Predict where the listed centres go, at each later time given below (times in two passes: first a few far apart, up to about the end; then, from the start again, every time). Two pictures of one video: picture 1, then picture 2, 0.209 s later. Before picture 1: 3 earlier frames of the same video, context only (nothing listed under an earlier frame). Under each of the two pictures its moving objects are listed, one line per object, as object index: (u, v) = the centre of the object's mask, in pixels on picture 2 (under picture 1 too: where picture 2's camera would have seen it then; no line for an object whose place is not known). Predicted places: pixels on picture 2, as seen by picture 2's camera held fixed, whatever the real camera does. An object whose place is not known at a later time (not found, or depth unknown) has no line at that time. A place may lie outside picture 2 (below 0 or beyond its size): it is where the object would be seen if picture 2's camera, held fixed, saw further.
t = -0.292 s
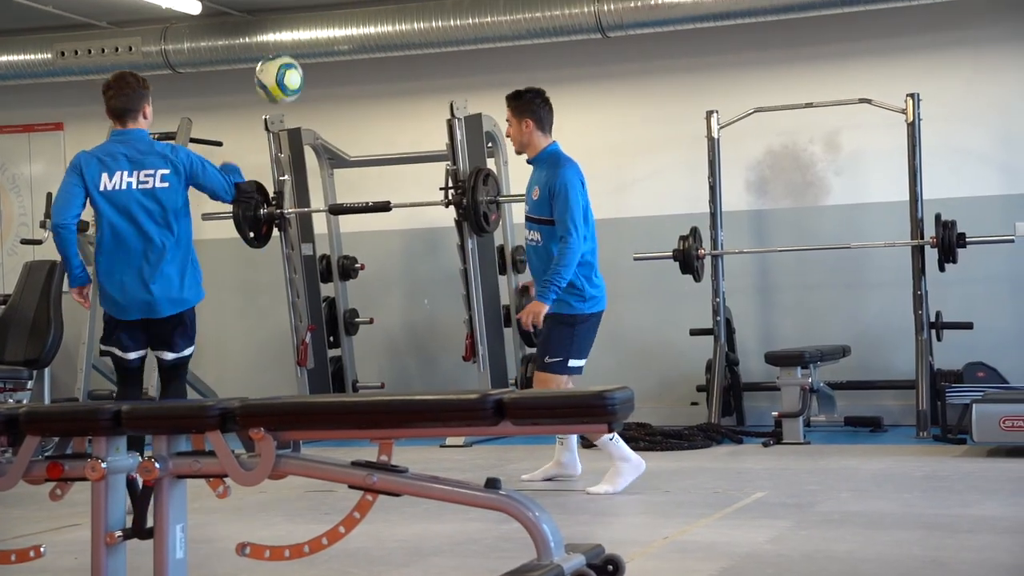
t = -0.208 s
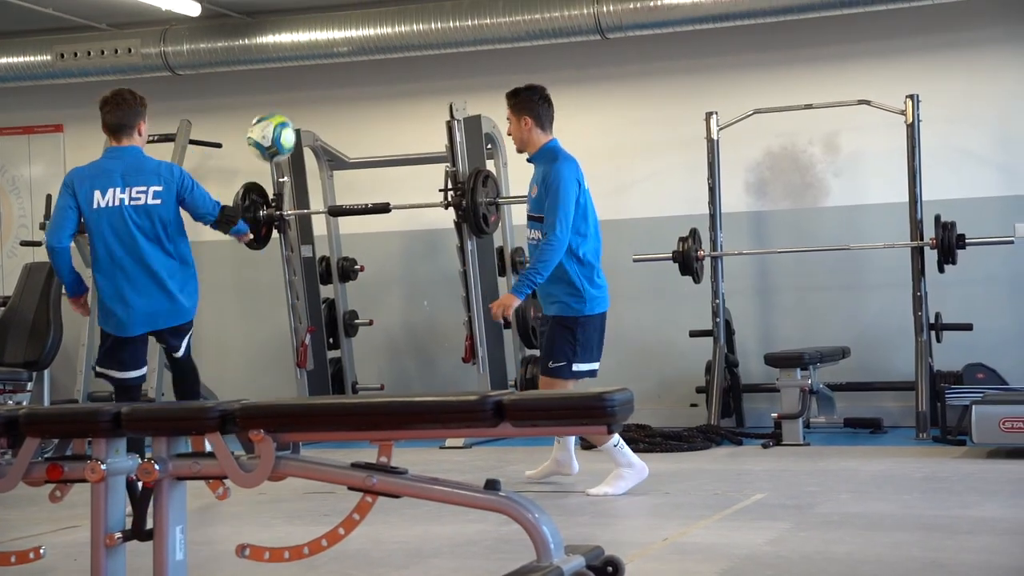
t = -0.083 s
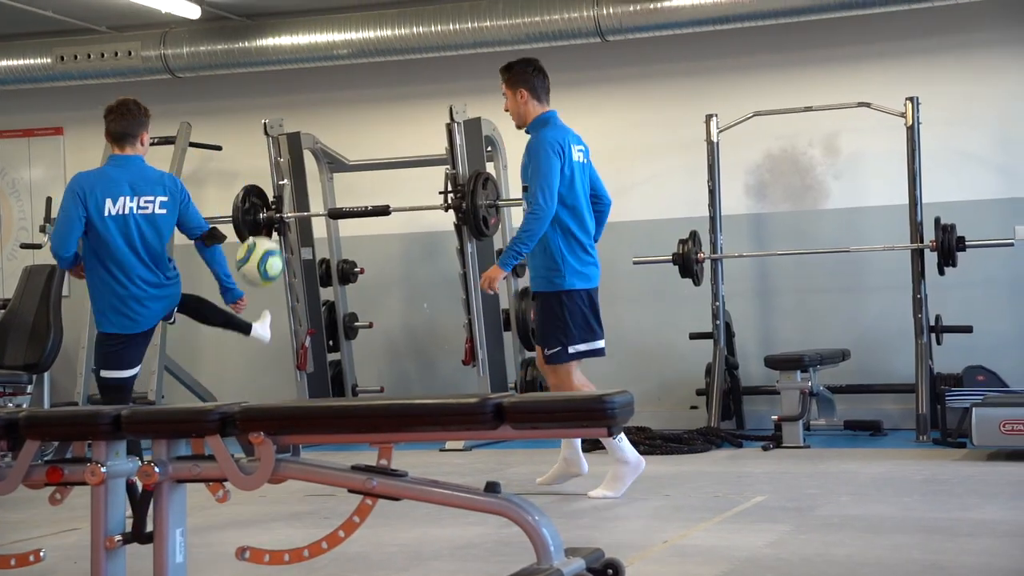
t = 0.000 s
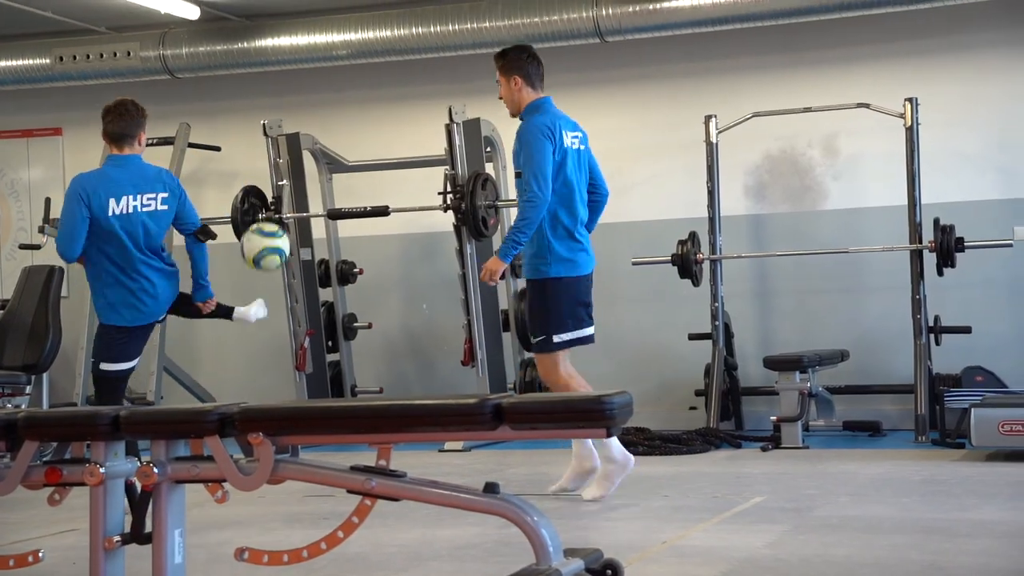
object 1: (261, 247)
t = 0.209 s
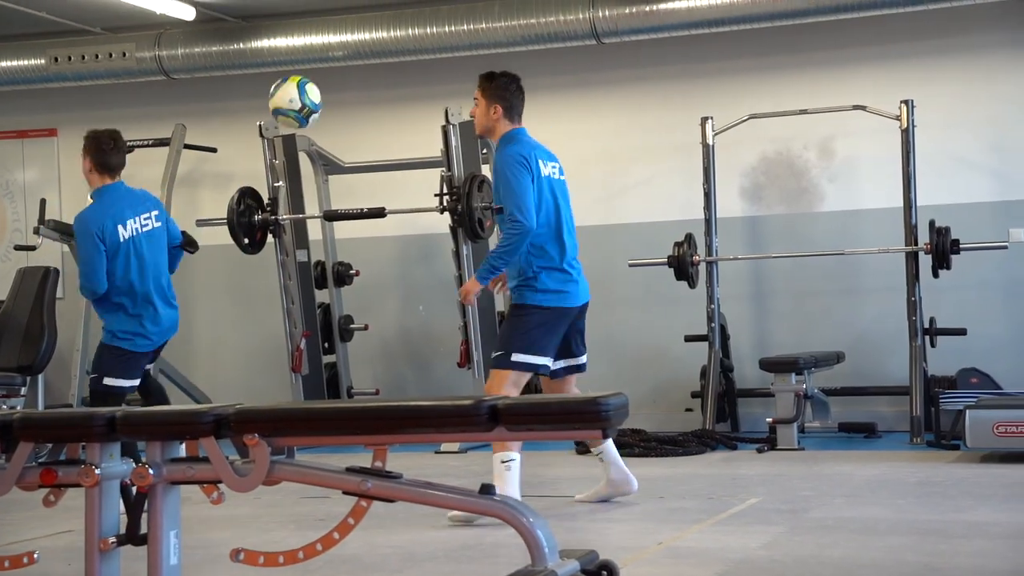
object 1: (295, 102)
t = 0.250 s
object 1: (302, 83)
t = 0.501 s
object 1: (360, 51)
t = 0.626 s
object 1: (397, 103)
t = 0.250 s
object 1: (302, 83)
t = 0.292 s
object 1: (310, 68)
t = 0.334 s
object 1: (319, 56)
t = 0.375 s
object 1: (330, 47)
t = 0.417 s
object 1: (340, 44)
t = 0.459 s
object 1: (350, 45)
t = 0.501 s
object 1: (360, 51)
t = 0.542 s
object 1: (371, 62)
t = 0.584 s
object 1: (385, 81)
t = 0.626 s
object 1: (397, 103)
